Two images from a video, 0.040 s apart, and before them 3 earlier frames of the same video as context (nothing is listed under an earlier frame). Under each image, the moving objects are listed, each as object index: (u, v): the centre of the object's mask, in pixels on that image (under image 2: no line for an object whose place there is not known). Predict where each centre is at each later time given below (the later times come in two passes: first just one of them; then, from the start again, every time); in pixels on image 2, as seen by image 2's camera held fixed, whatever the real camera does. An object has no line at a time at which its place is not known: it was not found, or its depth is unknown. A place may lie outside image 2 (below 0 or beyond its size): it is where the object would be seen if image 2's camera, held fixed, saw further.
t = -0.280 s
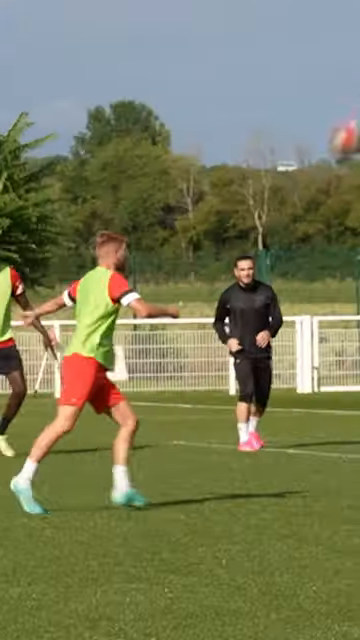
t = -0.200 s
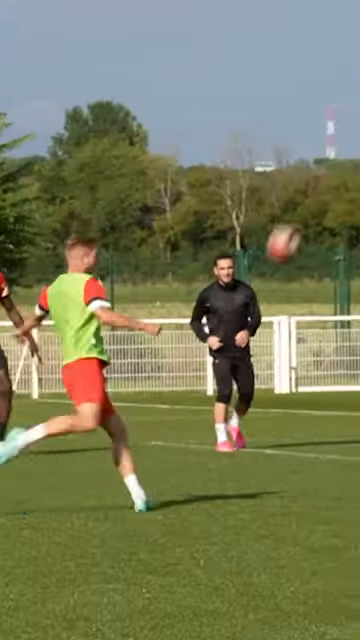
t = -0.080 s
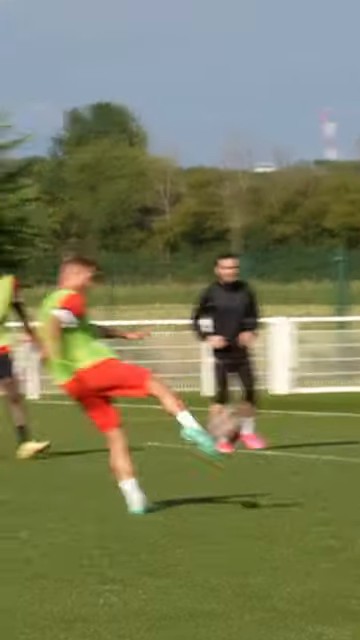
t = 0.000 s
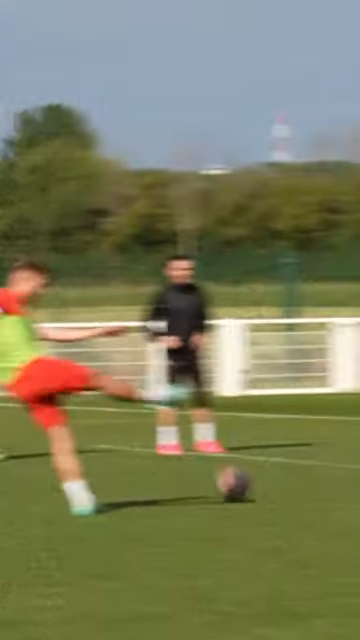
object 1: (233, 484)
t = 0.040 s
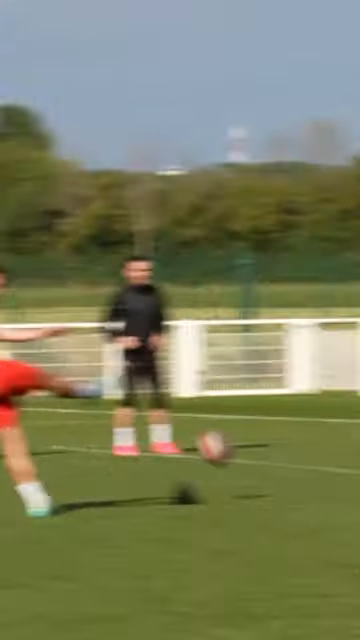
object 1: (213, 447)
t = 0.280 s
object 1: (351, 311)
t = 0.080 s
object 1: (240, 414)
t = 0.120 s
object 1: (266, 384)
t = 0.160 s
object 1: (288, 360)
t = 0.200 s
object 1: (311, 340)
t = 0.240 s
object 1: (331, 325)
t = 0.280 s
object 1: (351, 311)
